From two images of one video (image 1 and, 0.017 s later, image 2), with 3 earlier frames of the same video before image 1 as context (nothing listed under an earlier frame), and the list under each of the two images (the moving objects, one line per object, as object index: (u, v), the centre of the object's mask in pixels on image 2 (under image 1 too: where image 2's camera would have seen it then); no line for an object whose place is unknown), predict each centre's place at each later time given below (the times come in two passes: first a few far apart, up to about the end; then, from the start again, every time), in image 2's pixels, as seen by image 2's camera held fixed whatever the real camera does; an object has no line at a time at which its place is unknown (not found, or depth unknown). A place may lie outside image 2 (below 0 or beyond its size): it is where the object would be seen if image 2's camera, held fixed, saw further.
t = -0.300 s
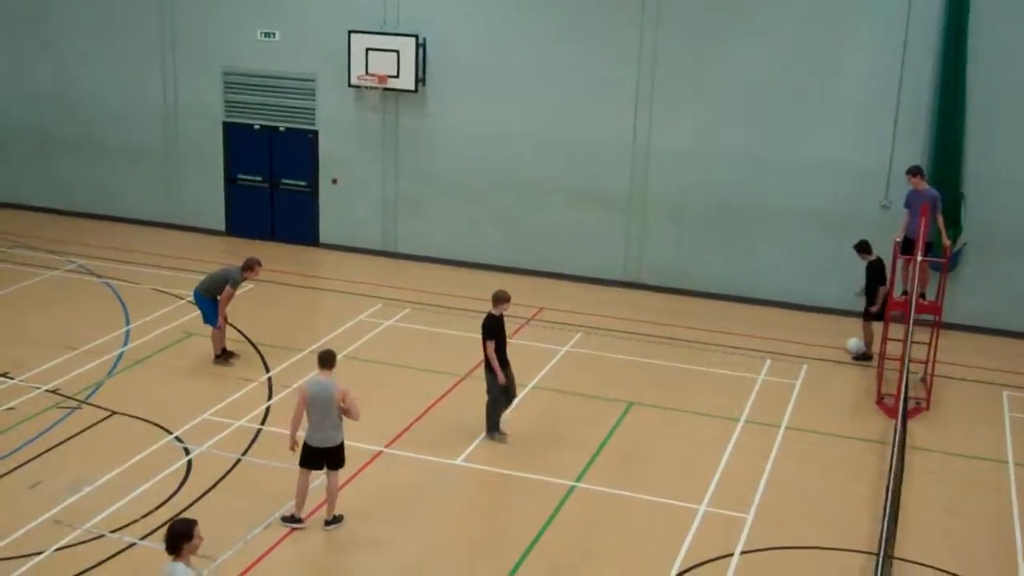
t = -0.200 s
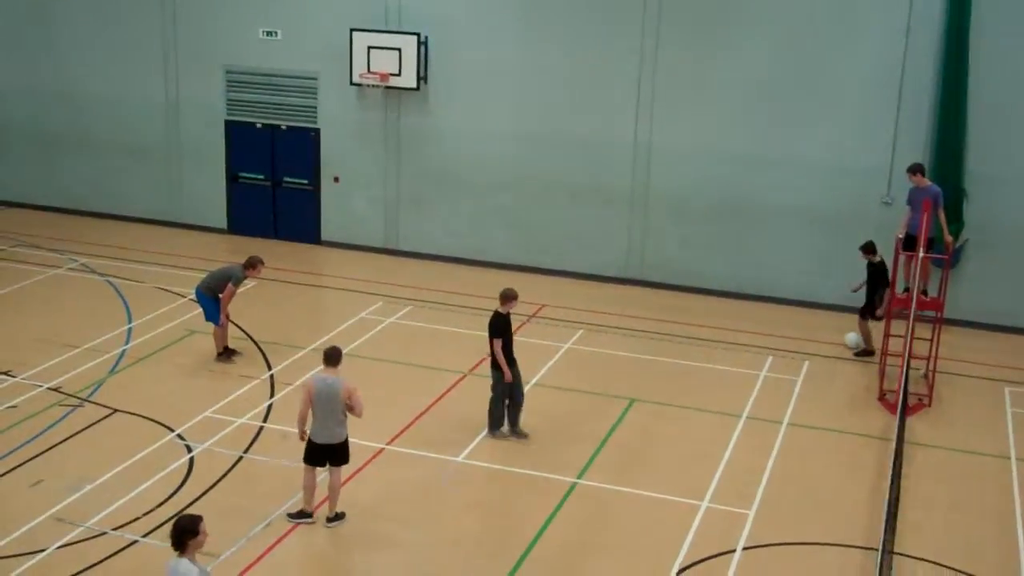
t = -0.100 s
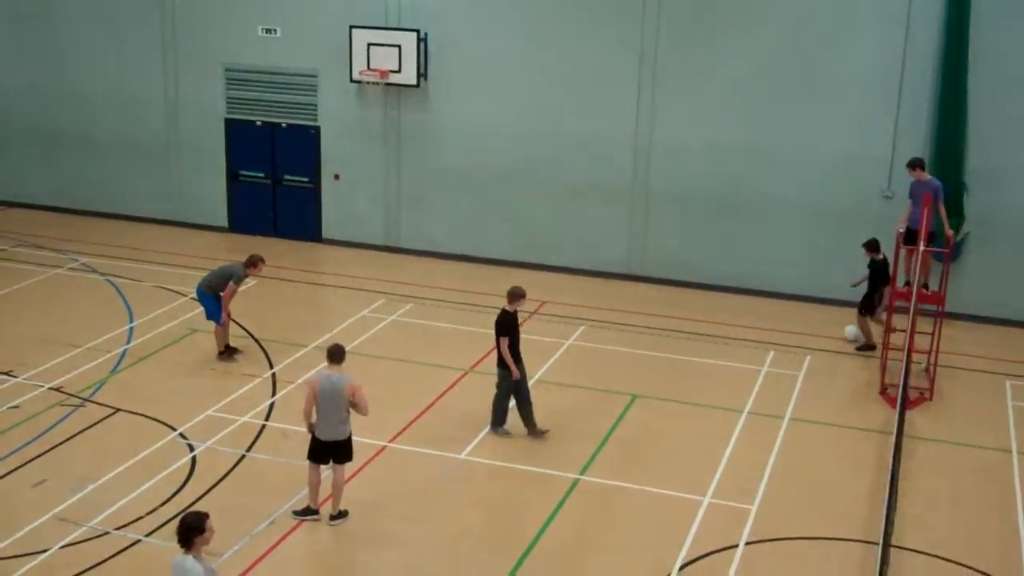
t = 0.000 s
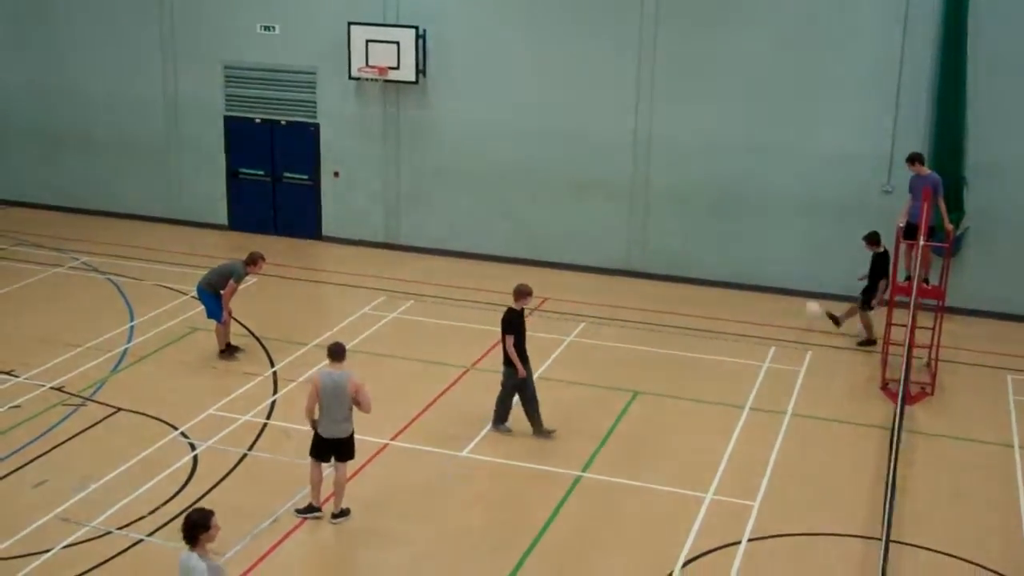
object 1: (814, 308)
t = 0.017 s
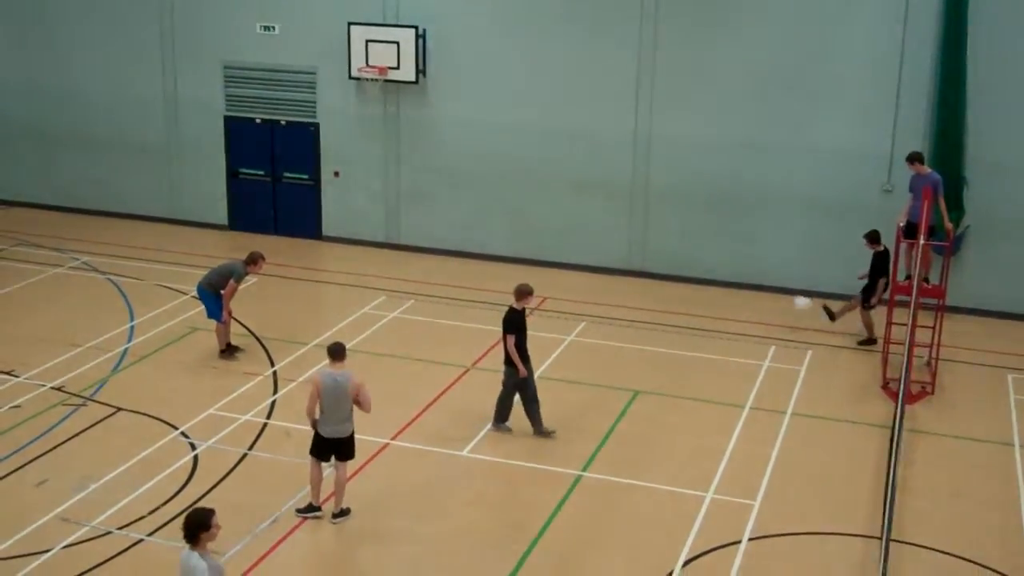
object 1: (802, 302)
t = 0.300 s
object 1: (623, 251)
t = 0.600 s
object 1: (444, 252)
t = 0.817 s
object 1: (323, 290)
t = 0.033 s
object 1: (790, 298)
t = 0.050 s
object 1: (781, 293)
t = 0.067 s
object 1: (770, 289)
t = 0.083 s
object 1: (759, 286)
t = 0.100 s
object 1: (749, 282)
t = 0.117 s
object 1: (737, 279)
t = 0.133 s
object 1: (727, 275)
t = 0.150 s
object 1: (717, 273)
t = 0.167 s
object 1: (705, 268)
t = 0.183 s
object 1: (696, 266)
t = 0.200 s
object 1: (685, 263)
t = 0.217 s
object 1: (675, 261)
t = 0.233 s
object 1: (664, 259)
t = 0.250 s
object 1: (653, 256)
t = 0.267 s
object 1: (643, 254)
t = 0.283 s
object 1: (633, 253)
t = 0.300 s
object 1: (623, 251)
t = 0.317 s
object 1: (613, 250)
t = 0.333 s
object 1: (603, 249)
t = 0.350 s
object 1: (593, 248)
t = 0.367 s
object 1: (583, 247)
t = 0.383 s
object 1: (573, 246)
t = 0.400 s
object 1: (563, 245)
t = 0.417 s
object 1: (553, 245)
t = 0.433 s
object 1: (543, 245)
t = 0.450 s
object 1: (532, 245)
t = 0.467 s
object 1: (523, 245)
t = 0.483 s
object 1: (513, 245)
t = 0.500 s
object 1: (503, 246)
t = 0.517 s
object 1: (493, 247)
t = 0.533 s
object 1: (483, 248)
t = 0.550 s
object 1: (473, 250)
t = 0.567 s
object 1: (464, 251)
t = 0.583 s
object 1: (454, 252)
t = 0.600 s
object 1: (444, 252)
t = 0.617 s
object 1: (436, 254)
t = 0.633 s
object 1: (426, 256)
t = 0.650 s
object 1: (416, 258)
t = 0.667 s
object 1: (406, 261)
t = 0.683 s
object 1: (398, 263)
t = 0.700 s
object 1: (387, 267)
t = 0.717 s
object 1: (378, 269)
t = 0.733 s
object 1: (369, 271)
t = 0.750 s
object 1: (360, 273)
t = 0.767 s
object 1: (351, 279)
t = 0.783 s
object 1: (342, 282)
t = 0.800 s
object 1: (332, 285)
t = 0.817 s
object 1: (323, 290)
